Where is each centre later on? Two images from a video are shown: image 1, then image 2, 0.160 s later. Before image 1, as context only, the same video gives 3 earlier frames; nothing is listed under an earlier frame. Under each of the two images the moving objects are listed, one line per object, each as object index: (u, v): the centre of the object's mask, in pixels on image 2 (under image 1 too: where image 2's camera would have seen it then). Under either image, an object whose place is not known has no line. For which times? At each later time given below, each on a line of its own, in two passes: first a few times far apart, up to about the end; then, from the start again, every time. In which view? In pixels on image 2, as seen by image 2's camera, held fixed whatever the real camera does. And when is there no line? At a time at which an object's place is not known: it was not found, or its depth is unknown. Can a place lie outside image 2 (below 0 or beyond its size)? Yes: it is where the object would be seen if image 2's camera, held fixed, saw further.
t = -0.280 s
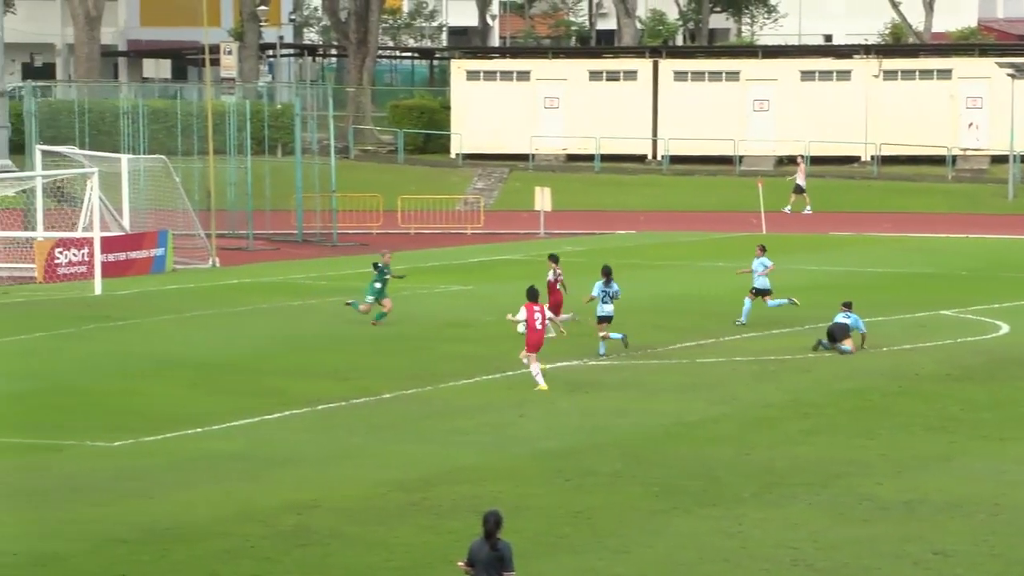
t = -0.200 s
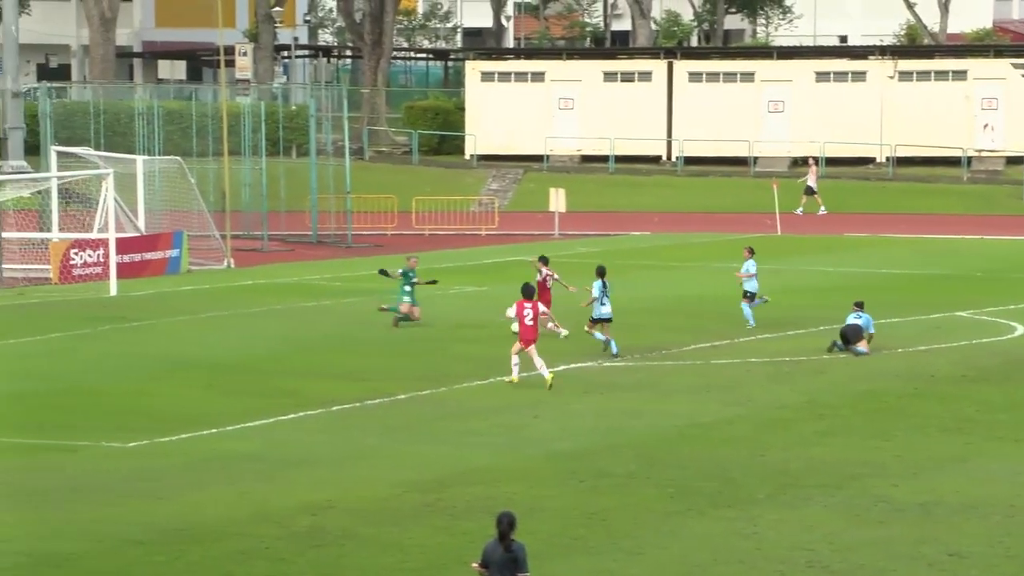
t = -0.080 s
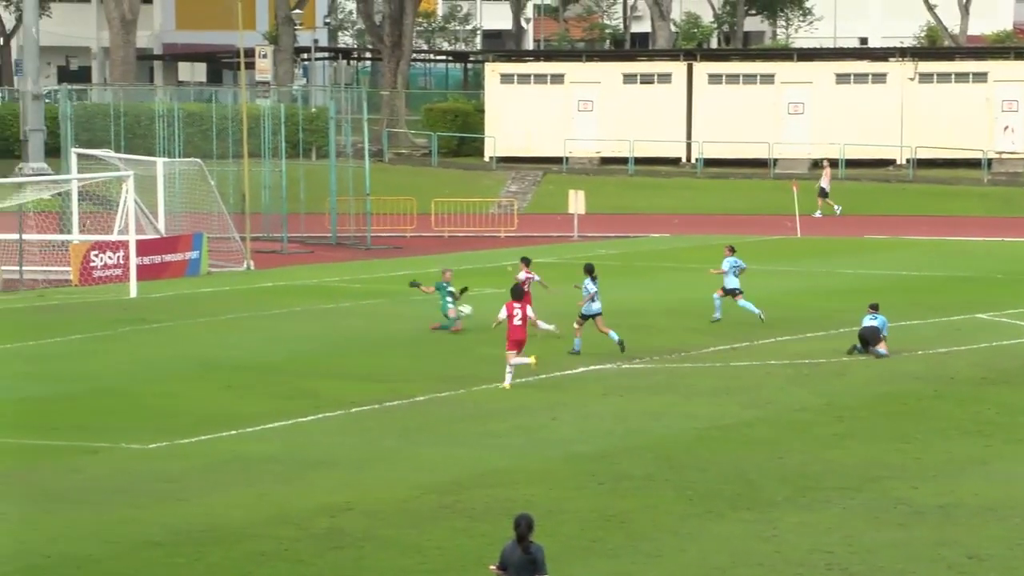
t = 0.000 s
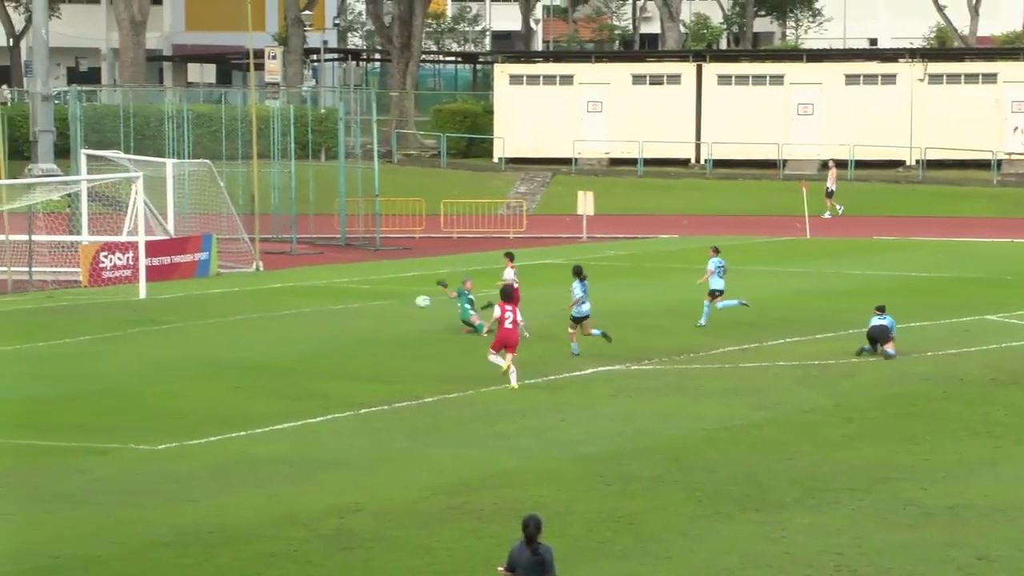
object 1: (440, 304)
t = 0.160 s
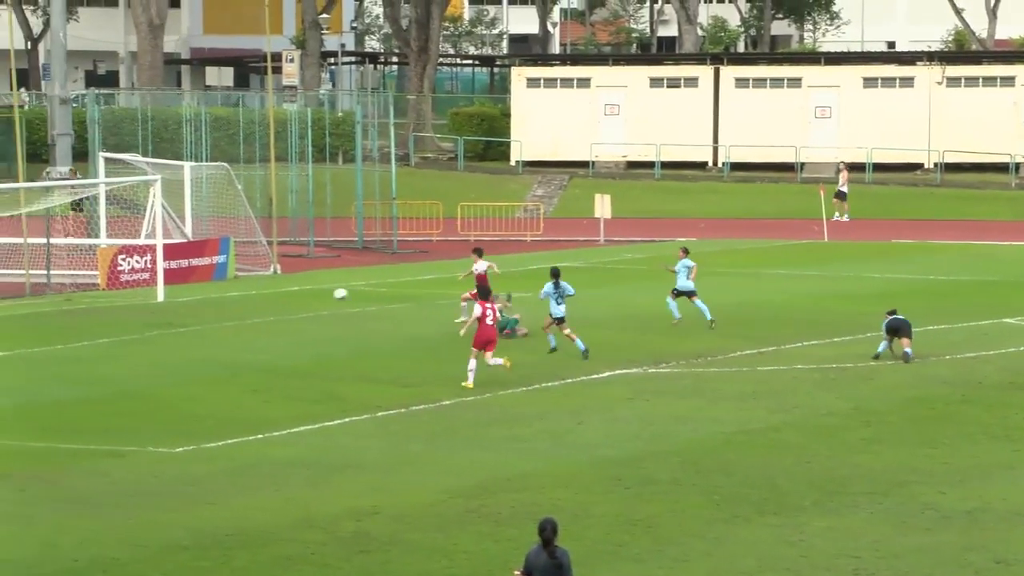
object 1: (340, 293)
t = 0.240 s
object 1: (290, 294)
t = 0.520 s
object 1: (120, 321)
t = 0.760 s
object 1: (21, 313)
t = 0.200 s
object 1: (315, 294)
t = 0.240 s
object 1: (290, 294)
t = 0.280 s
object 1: (266, 296)
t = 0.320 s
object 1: (241, 298)
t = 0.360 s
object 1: (217, 301)
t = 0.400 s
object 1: (193, 305)
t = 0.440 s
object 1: (169, 309)
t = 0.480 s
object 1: (145, 314)
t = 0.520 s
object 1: (120, 321)
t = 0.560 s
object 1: (95, 328)
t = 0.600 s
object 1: (79, 326)
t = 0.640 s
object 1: (64, 321)
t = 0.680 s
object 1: (50, 317)
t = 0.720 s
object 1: (36, 315)
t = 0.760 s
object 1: (21, 313)
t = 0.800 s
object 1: (7, 313)
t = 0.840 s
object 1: (-8, 313)
